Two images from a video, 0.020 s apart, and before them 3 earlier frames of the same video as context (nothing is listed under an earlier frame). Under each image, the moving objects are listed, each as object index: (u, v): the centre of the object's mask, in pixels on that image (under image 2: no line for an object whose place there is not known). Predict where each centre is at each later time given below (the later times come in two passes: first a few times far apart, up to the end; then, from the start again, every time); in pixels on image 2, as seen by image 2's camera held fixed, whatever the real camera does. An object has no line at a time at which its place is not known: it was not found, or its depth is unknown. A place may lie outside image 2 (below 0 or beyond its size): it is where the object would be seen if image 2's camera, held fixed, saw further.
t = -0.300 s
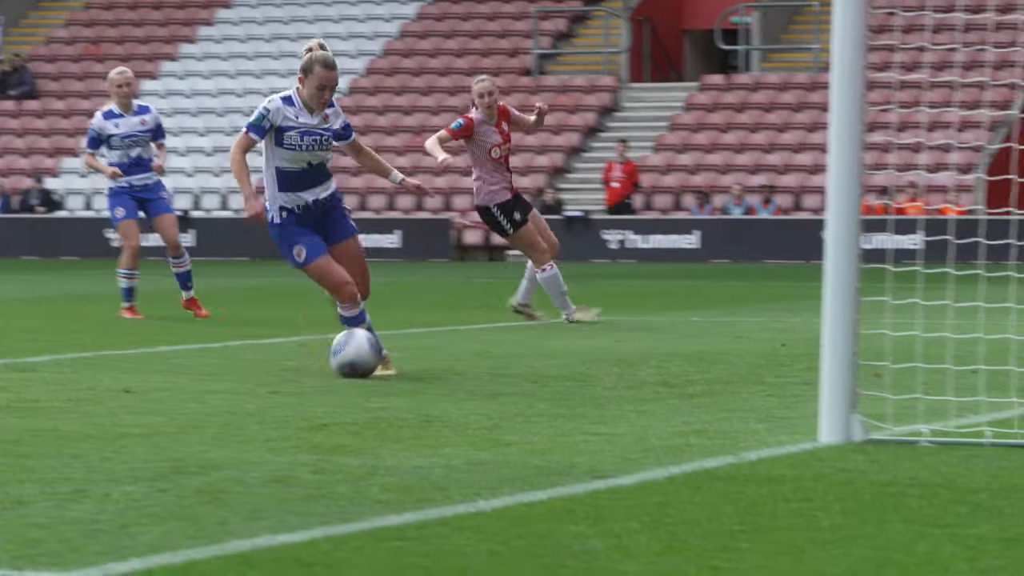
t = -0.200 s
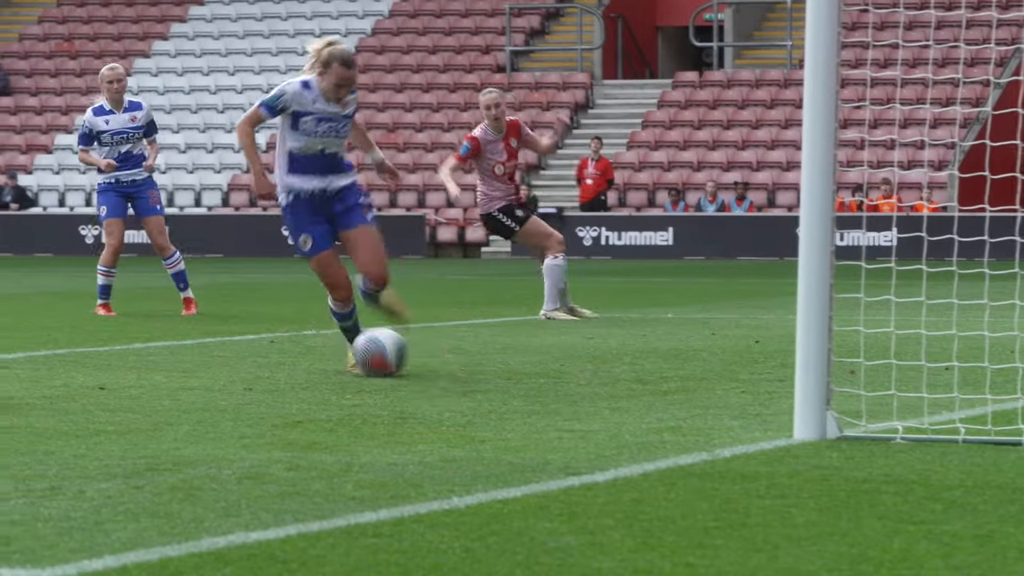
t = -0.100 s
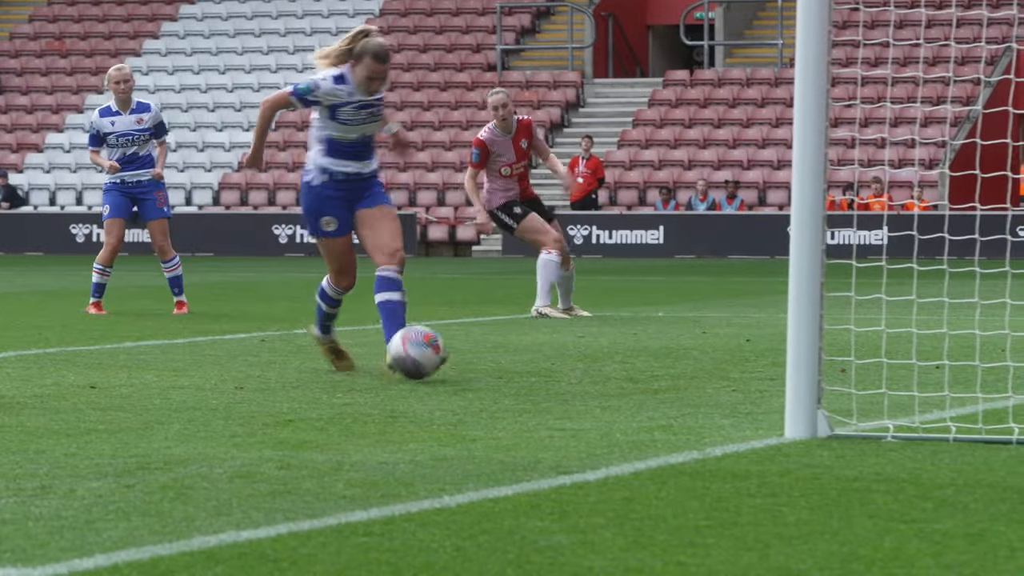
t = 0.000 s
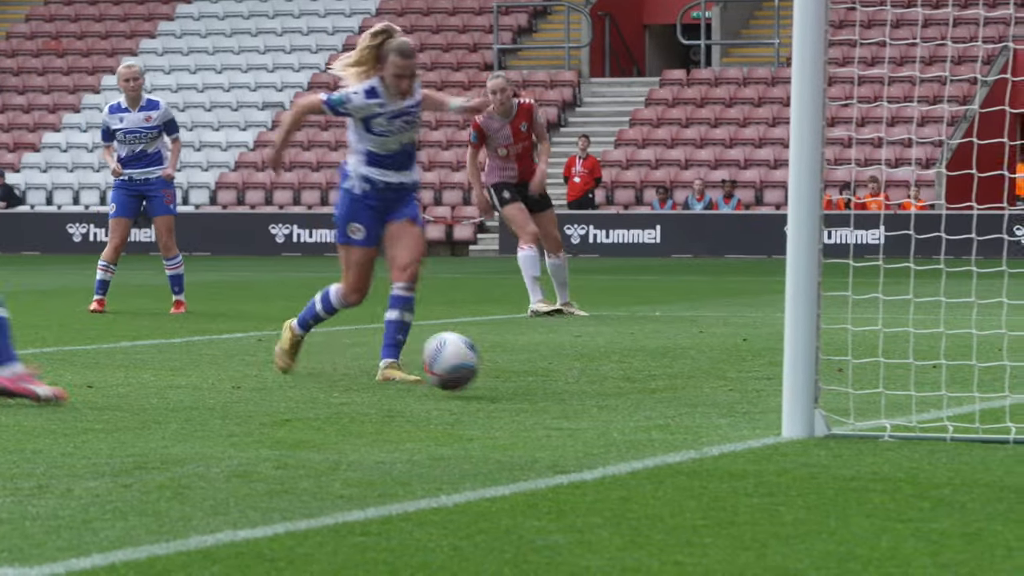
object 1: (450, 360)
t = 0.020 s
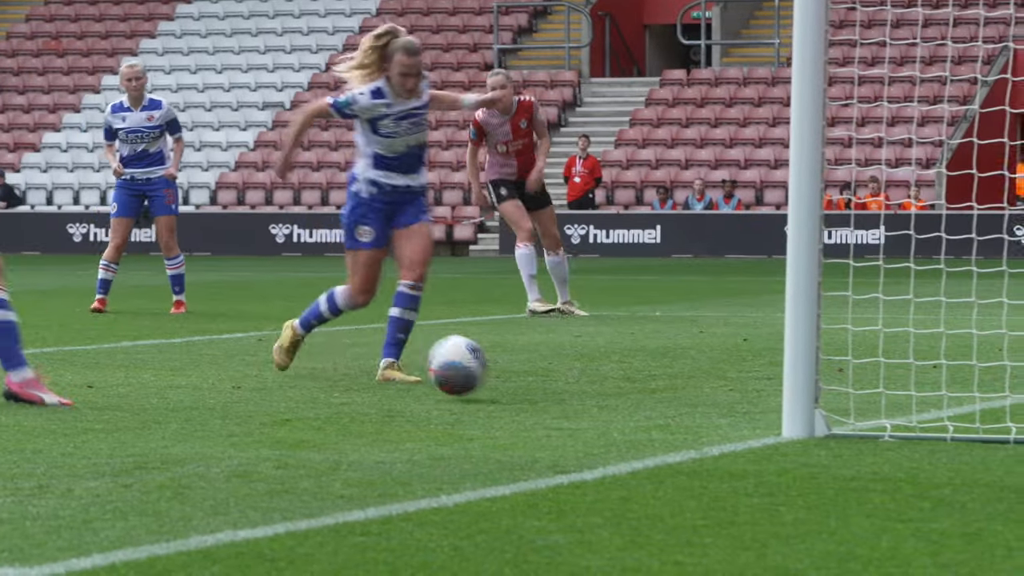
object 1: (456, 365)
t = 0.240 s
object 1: (540, 400)
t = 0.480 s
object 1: (642, 451)
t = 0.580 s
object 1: (688, 473)
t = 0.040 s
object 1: (464, 371)
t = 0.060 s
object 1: (471, 376)
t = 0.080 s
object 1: (480, 382)
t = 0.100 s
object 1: (488, 382)
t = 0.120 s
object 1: (496, 382)
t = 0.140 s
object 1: (504, 382)
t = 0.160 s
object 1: (510, 383)
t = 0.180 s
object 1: (518, 386)
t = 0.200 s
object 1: (525, 390)
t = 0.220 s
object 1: (533, 395)
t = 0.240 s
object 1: (540, 400)
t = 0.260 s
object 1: (548, 407)
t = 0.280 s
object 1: (557, 411)
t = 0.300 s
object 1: (566, 412)
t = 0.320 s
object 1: (574, 413)
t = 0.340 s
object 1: (582, 414)
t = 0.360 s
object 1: (591, 417)
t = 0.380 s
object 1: (599, 421)
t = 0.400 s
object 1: (608, 427)
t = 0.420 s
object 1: (616, 433)
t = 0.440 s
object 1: (625, 441)
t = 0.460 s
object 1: (634, 449)
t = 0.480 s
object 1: (642, 451)
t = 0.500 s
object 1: (652, 453)
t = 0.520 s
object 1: (660, 456)
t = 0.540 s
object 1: (668, 459)
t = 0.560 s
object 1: (678, 465)
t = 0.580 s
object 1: (688, 473)
